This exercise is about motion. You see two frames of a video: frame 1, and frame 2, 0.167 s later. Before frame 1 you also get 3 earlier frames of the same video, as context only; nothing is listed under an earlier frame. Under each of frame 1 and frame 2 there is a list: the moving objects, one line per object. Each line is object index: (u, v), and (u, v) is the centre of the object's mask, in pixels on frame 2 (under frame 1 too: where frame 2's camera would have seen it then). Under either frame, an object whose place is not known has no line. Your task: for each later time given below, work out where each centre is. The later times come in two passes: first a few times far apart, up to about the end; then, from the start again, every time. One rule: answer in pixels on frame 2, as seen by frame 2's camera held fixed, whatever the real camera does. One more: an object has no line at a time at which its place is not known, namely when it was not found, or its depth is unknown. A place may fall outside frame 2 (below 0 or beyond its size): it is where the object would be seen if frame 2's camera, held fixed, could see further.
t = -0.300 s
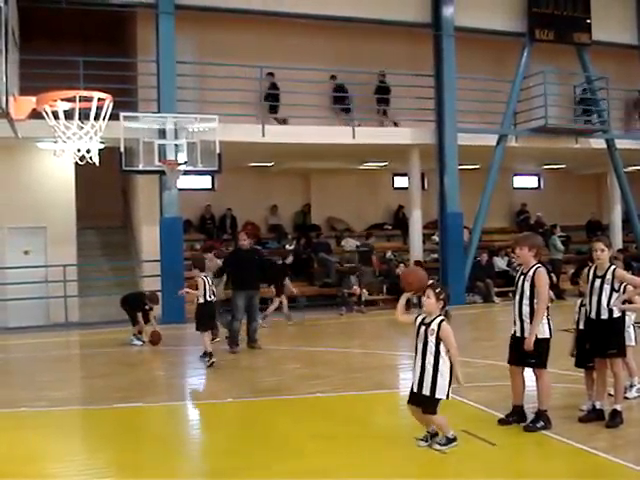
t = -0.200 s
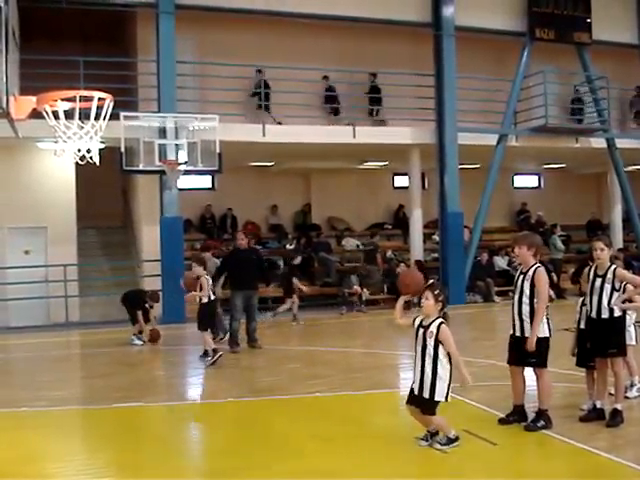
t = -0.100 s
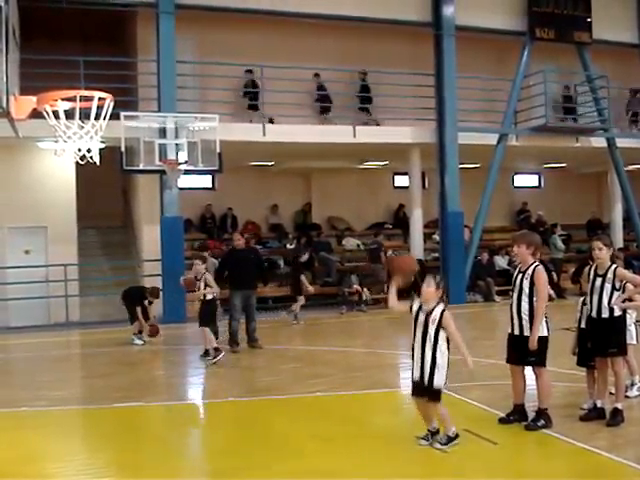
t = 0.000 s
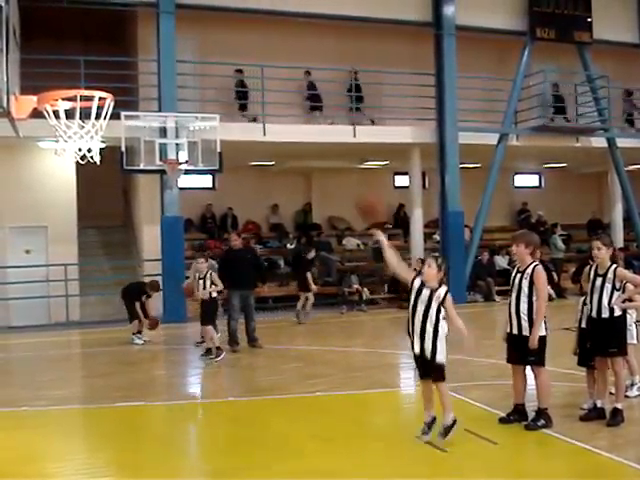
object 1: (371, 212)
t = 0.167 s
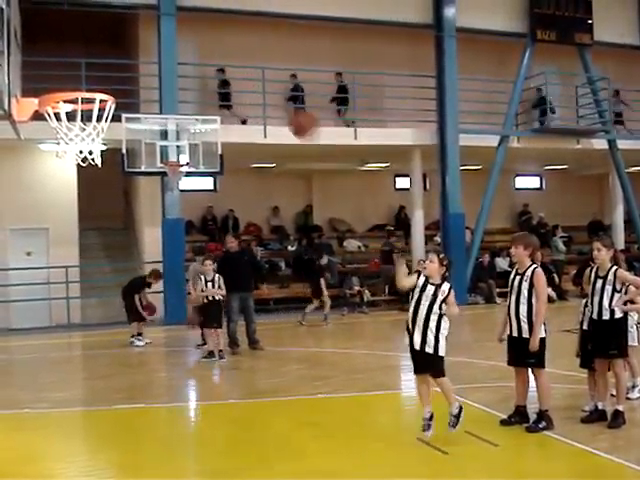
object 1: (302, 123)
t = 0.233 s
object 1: (273, 100)
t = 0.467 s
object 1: (173, 57)
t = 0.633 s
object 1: (97, 69)
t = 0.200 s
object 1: (288, 111)
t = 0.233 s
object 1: (273, 100)
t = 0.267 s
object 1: (260, 91)
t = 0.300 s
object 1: (245, 80)
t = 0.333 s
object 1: (231, 73)
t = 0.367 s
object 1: (217, 67)
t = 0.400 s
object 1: (203, 62)
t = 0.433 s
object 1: (188, 59)
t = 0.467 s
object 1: (173, 57)
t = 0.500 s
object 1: (158, 57)
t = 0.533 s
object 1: (142, 57)
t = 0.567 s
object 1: (126, 59)
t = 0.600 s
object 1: (113, 63)
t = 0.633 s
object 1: (97, 69)
